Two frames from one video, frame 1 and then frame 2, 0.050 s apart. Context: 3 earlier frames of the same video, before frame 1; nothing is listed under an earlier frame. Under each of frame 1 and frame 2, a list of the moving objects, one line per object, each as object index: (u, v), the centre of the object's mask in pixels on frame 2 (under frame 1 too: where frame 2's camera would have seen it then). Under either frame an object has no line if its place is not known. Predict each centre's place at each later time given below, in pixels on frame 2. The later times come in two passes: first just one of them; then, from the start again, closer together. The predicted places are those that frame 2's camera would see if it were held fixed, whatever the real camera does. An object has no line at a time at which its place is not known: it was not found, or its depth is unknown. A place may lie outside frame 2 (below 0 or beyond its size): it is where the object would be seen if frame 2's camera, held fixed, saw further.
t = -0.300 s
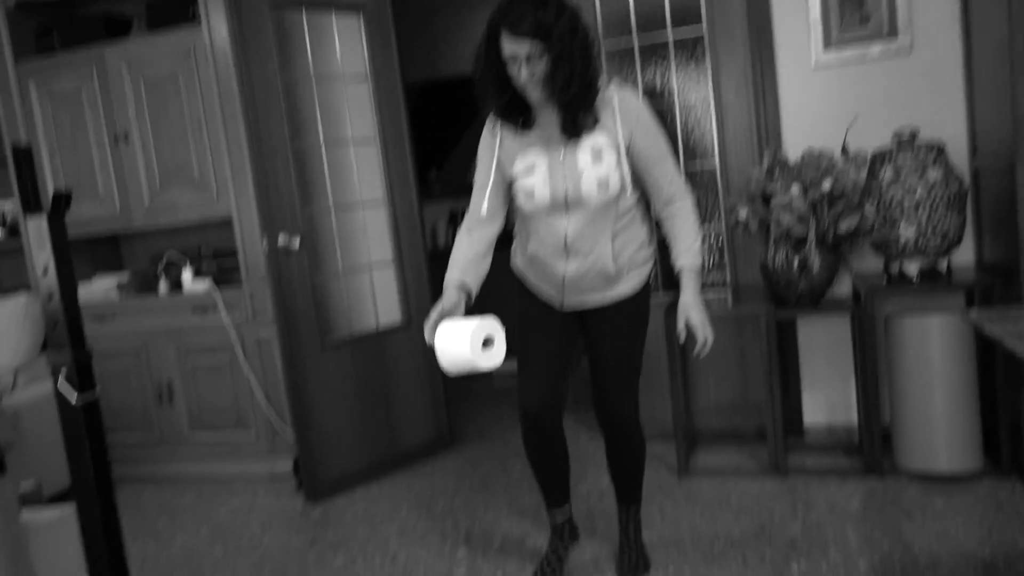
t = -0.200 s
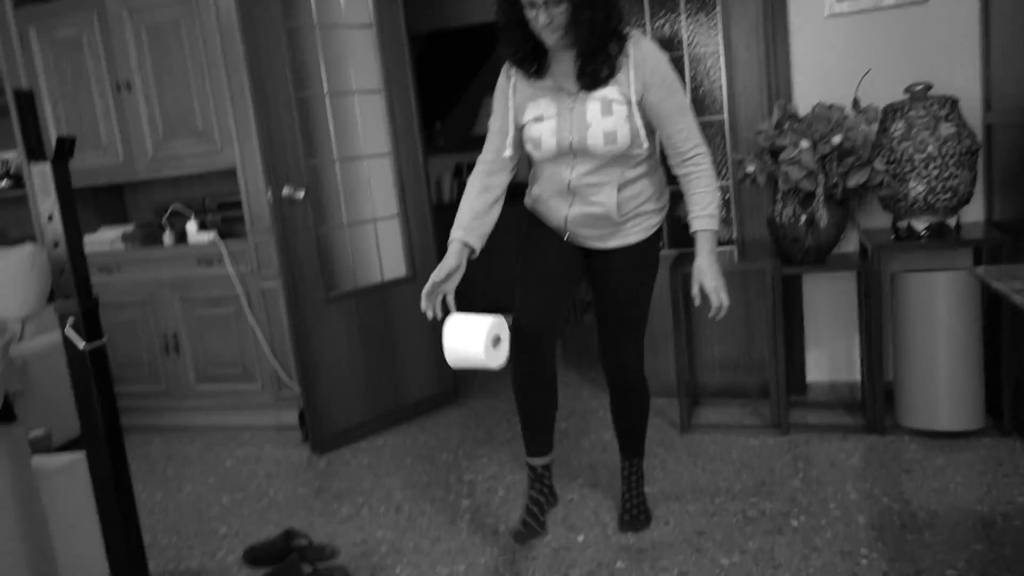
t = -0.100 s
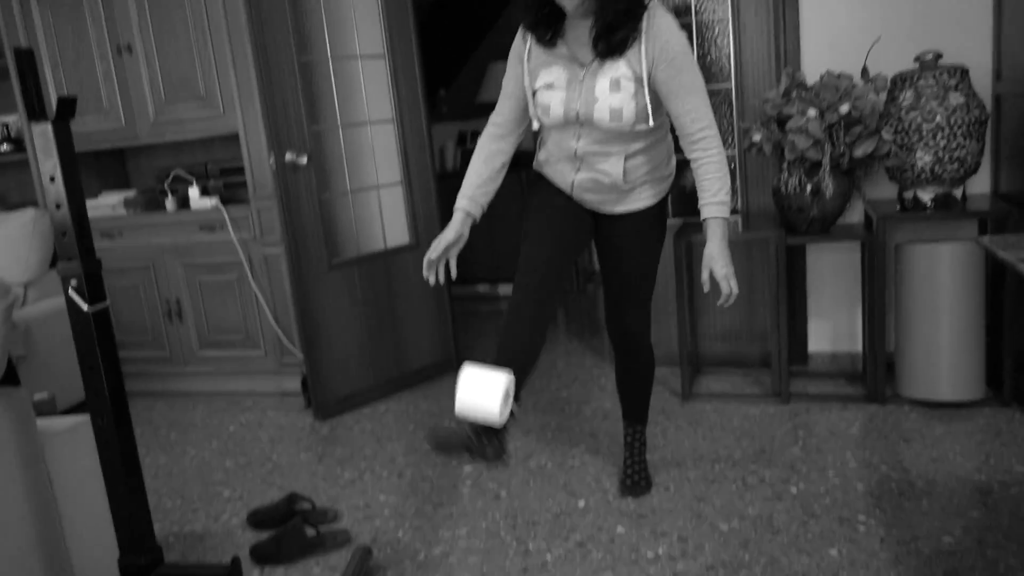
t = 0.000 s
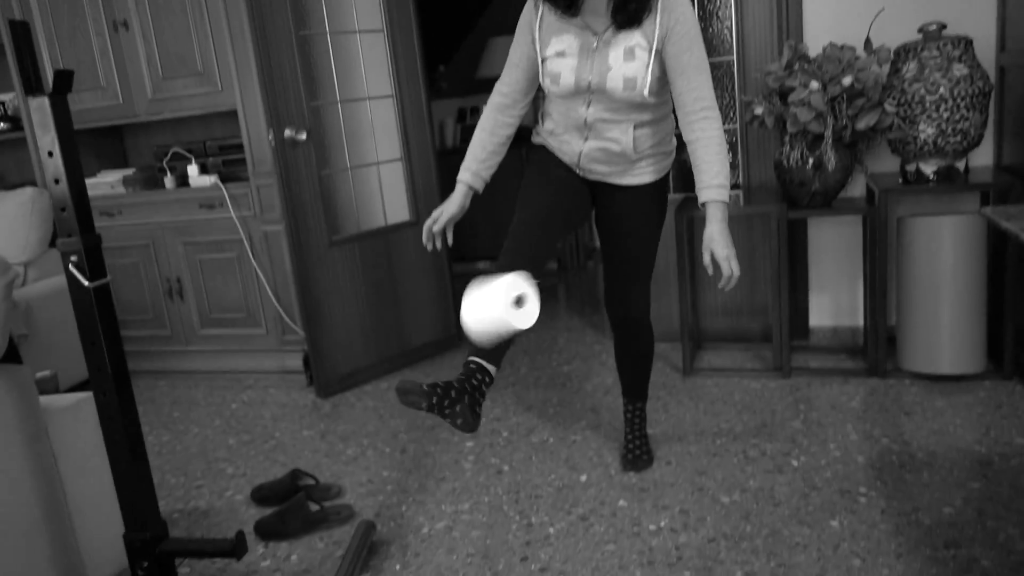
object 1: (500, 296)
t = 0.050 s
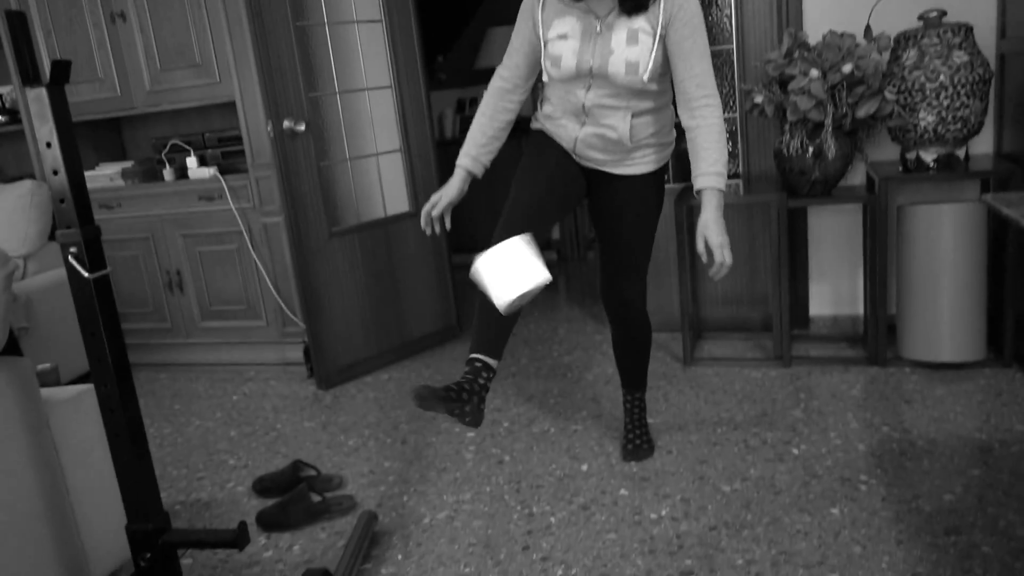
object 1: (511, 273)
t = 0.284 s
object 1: (600, 335)
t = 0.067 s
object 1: (515, 267)
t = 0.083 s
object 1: (520, 263)
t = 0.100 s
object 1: (525, 260)
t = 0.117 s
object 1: (529, 259)
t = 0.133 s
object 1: (534, 260)
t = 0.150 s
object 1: (540, 258)
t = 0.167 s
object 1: (549, 263)
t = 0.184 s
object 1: (554, 271)
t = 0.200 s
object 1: (562, 276)
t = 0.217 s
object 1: (569, 284)
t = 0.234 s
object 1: (576, 294)
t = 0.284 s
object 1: (600, 335)
